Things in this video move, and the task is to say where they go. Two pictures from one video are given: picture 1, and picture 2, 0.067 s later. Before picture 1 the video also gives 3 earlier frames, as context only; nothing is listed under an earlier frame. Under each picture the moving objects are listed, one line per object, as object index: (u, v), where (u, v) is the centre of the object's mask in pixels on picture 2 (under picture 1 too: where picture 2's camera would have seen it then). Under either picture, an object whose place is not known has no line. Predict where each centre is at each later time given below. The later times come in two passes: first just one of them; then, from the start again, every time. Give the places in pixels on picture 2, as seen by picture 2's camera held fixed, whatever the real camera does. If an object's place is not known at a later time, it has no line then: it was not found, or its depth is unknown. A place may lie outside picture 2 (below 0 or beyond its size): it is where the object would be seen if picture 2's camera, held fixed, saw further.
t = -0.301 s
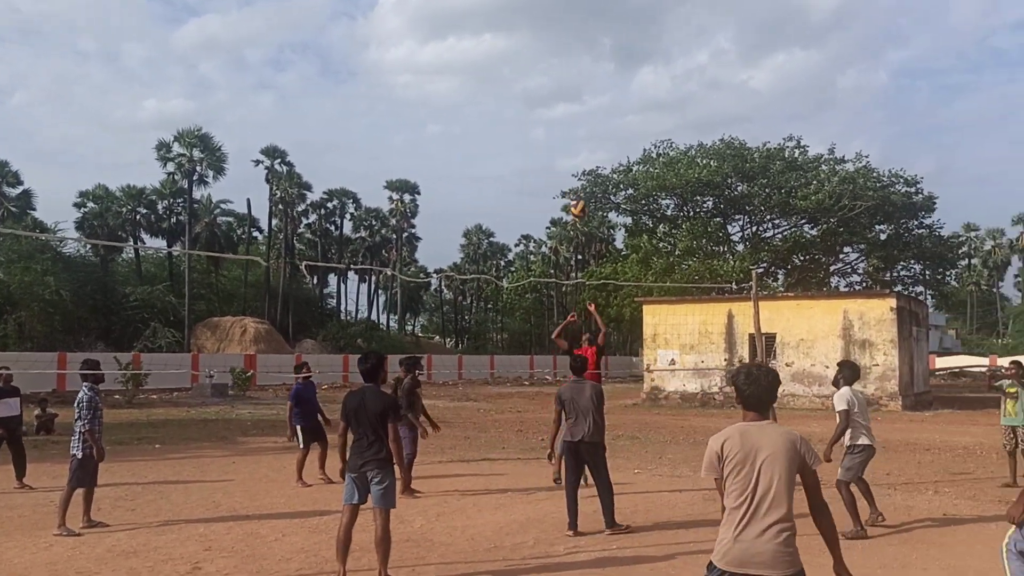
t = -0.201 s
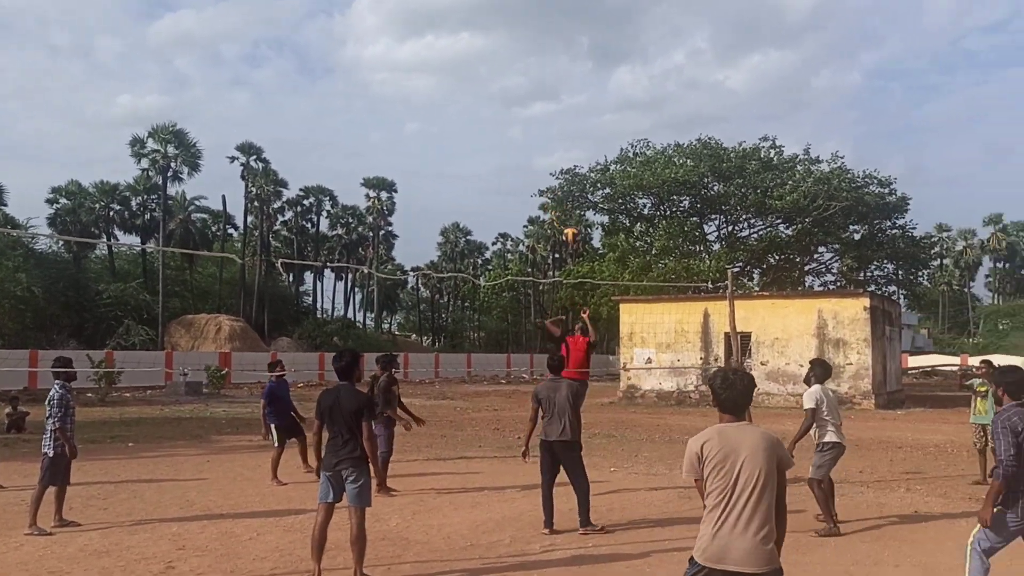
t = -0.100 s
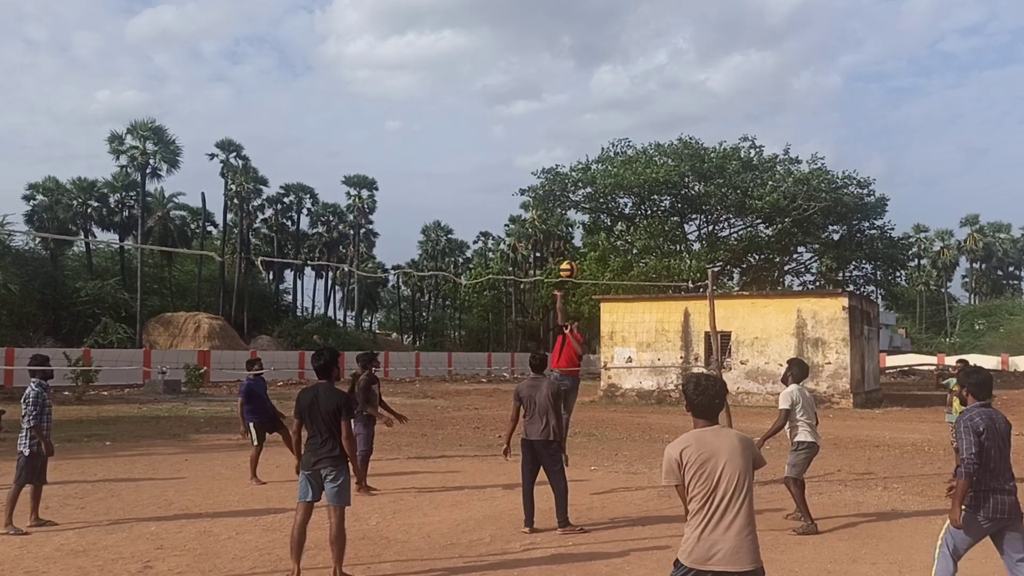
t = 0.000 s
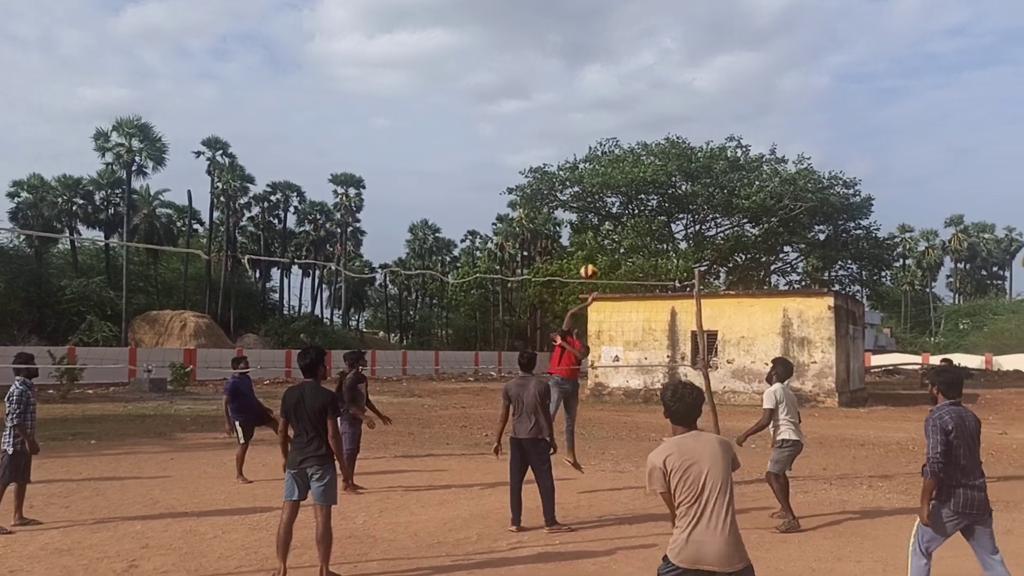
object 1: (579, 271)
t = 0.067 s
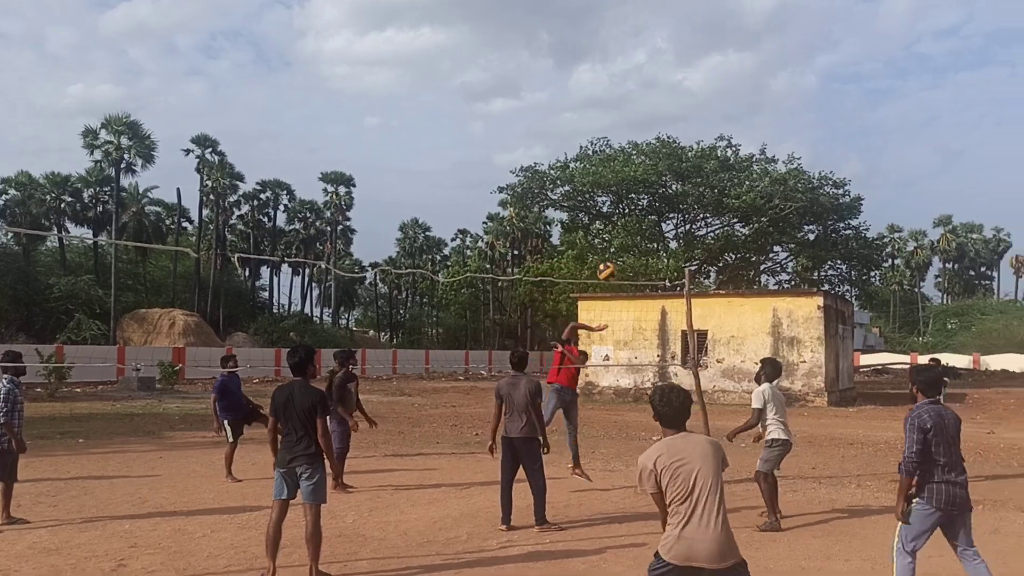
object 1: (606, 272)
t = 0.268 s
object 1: (698, 294)
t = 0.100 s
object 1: (621, 273)
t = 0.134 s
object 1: (636, 275)
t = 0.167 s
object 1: (650, 277)
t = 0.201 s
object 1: (666, 282)
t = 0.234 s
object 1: (681, 287)
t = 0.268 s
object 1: (698, 294)
